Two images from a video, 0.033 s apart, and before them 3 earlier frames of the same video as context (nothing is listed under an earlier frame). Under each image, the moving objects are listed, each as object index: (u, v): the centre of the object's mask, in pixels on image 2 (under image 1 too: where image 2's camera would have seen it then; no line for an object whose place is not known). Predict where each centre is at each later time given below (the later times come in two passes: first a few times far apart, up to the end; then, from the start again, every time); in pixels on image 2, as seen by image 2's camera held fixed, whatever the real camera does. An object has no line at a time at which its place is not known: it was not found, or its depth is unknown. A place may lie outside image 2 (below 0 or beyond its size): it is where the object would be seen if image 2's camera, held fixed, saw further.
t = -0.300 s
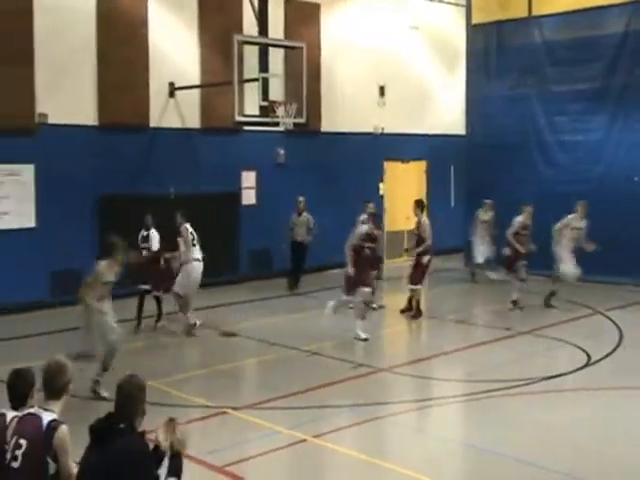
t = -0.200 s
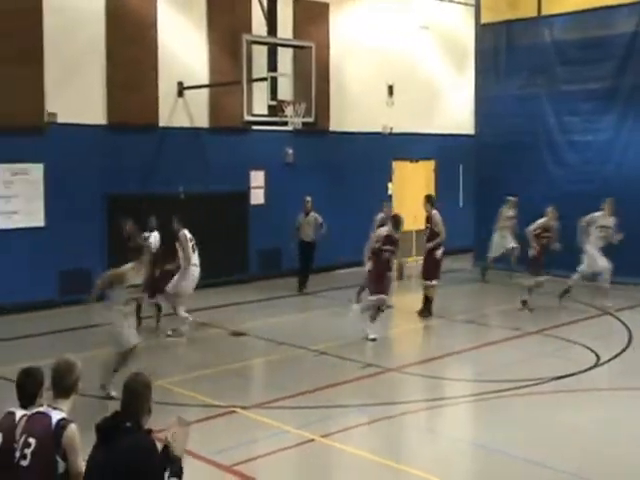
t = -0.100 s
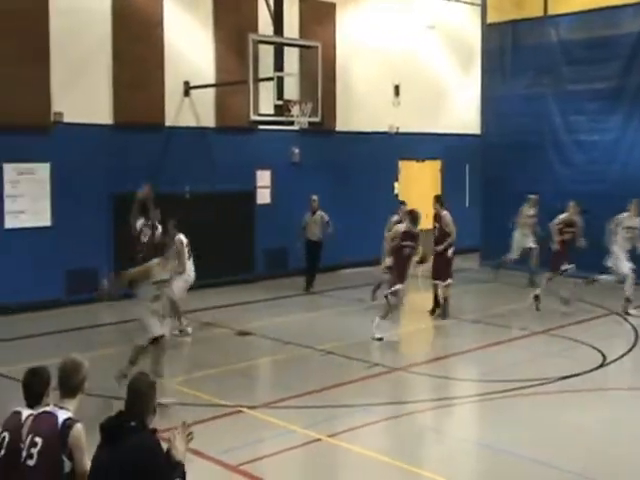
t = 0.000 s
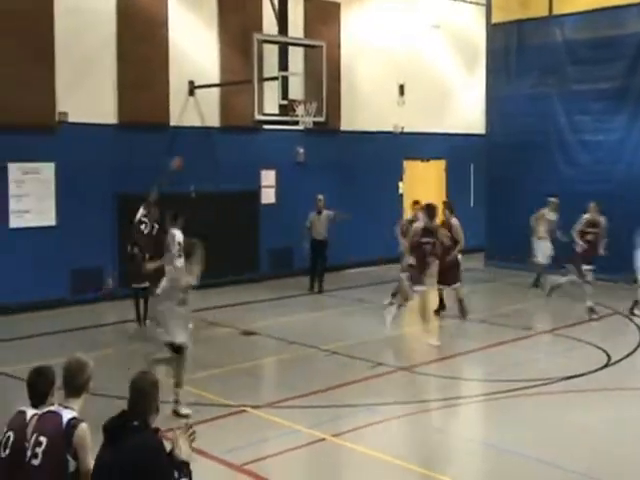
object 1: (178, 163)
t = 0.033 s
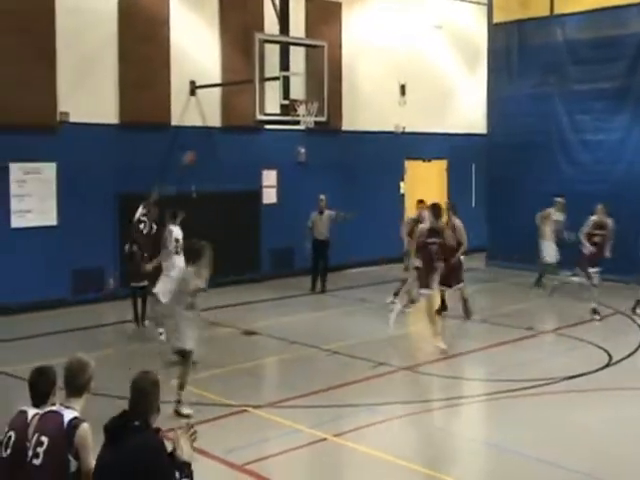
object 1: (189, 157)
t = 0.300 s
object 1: (281, 147)
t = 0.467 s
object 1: (340, 164)
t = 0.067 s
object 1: (200, 154)
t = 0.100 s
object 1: (213, 149)
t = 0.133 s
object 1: (223, 149)
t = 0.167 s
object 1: (236, 146)
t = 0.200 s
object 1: (245, 145)
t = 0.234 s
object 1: (259, 145)
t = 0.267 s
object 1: (272, 148)
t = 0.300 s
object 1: (281, 147)
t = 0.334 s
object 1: (296, 151)
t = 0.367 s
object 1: (305, 151)
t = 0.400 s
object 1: (319, 154)
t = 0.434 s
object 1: (329, 160)
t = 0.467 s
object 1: (340, 164)
